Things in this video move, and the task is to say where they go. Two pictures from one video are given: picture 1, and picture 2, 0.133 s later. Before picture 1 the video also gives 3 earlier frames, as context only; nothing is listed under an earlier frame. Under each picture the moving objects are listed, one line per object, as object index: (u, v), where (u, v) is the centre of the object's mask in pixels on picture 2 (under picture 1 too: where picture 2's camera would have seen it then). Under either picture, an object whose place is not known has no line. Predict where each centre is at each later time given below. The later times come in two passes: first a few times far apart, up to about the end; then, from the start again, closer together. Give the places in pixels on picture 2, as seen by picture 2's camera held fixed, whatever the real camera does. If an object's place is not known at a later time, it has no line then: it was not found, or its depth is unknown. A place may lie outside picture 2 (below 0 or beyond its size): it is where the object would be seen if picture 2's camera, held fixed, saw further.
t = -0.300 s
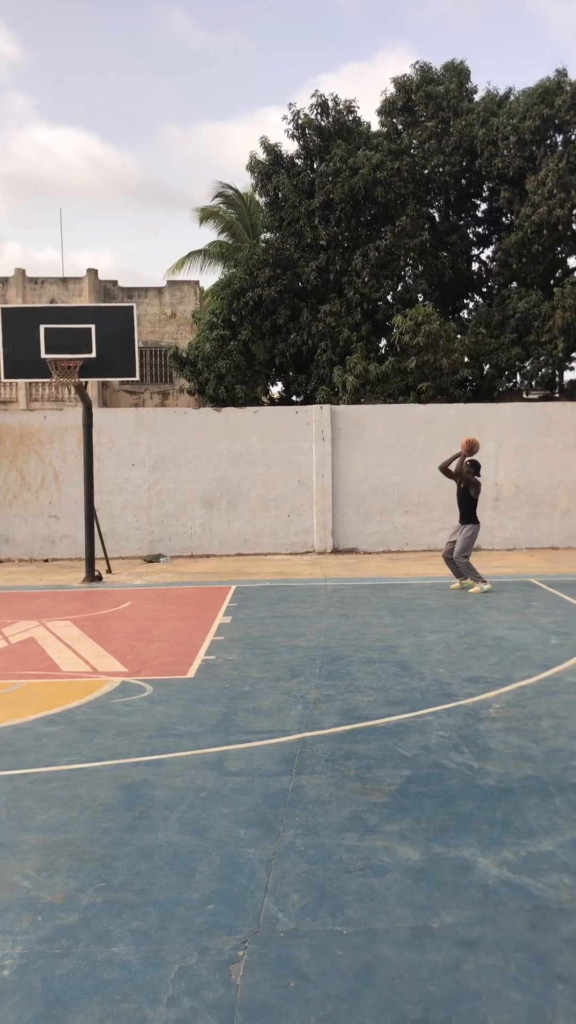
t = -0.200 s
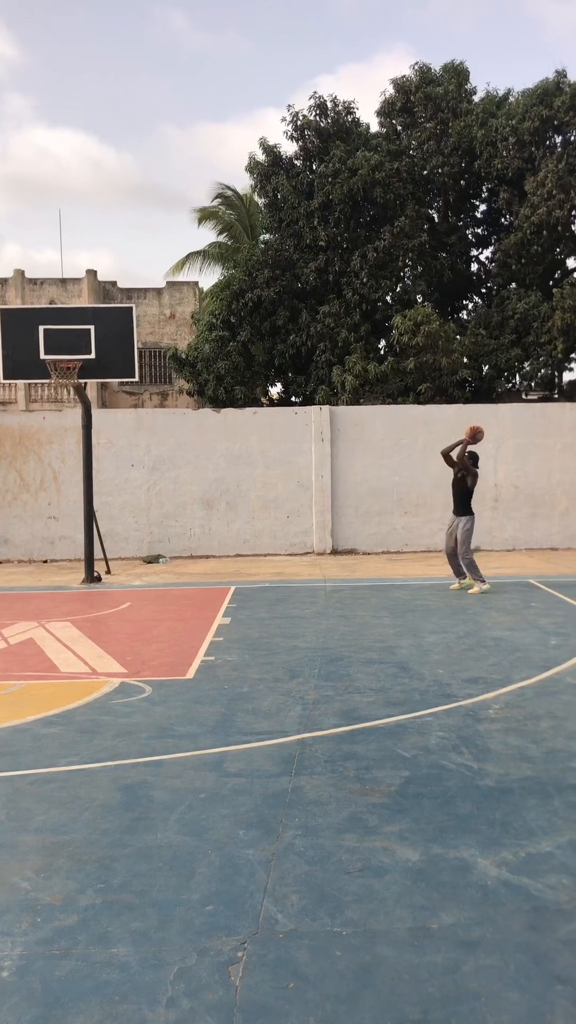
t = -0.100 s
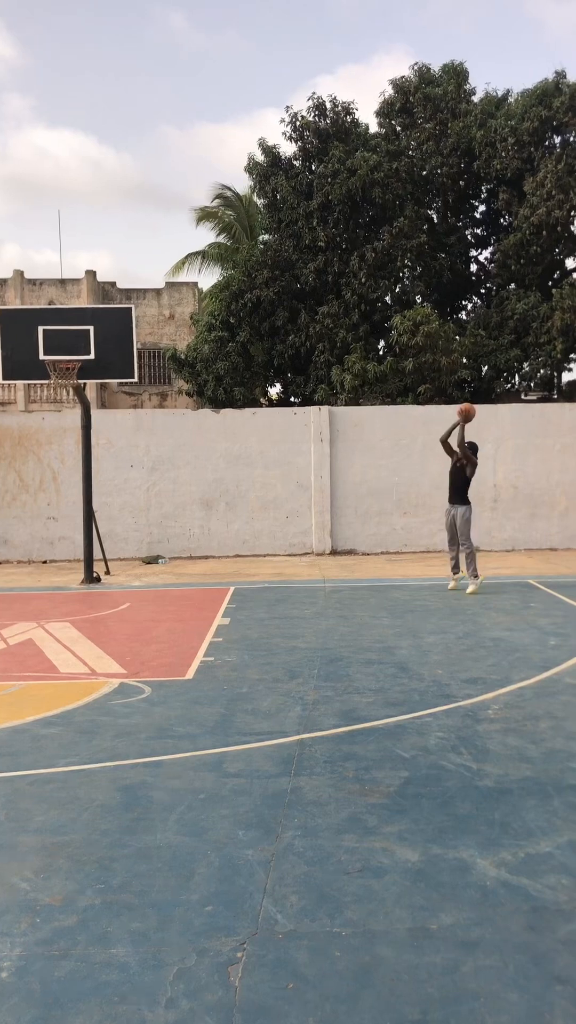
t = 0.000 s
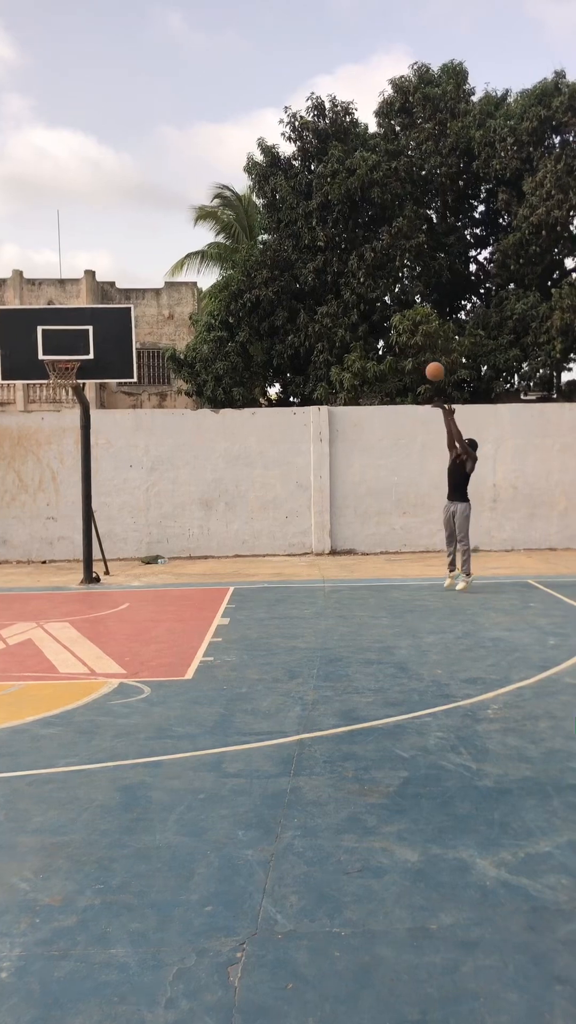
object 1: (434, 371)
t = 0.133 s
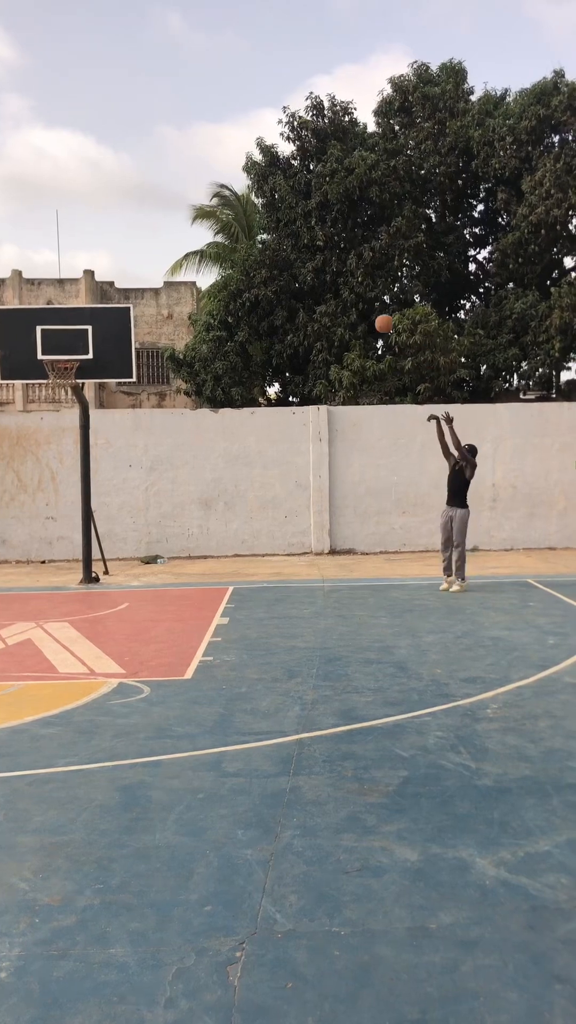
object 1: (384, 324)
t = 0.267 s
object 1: (334, 290)
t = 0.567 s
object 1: (223, 264)
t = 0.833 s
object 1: (125, 299)
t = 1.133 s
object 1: (66, 385)
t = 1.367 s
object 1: (91, 458)
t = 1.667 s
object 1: (117, 567)
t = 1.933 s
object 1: (141, 486)
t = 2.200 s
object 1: (163, 455)
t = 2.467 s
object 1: (183, 468)
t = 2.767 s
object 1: (204, 527)
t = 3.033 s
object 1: (218, 521)
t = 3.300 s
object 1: (228, 494)
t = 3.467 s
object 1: (234, 497)
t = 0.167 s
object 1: (372, 314)
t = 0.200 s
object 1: (359, 305)
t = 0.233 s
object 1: (347, 297)
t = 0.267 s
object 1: (334, 290)
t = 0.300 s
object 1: (322, 284)
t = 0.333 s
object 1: (309, 279)
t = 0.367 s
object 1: (297, 274)
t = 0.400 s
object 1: (285, 270)
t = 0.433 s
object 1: (272, 267)
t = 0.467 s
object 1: (260, 265)
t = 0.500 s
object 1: (248, 264)
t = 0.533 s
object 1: (236, 264)
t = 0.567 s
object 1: (223, 264)
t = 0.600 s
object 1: (211, 266)
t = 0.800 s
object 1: (138, 292)
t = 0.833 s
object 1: (125, 299)
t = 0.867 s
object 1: (114, 307)
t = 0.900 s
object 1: (102, 316)
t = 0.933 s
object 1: (90, 326)
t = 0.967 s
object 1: (78, 337)
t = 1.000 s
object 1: (66, 348)
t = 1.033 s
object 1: (54, 358)
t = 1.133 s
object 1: (66, 385)
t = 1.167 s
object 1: (69, 394)
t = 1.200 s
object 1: (73, 403)
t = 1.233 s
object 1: (77, 413)
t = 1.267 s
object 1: (81, 423)
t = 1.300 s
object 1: (85, 434)
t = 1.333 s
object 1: (88, 446)
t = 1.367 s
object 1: (91, 458)
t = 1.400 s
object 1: (94, 471)
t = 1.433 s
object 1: (98, 484)
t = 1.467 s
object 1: (101, 498)
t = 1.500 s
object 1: (103, 513)
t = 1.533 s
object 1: (107, 527)
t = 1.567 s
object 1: (109, 542)
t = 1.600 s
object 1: (112, 558)
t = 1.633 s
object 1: (114, 574)
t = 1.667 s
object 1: (117, 567)
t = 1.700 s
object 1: (120, 554)
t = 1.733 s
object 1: (123, 542)
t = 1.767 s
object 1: (126, 531)
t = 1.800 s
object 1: (129, 520)
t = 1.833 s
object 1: (132, 510)
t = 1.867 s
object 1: (135, 502)
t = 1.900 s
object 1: (138, 494)
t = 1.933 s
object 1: (141, 486)
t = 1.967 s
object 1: (144, 480)
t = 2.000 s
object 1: (147, 474)
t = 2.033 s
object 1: (149, 469)
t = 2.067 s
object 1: (152, 465)
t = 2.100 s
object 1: (155, 461)
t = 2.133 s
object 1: (157, 459)
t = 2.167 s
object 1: (160, 457)
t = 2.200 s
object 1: (163, 455)
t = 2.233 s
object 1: (165, 454)
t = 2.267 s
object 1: (168, 454)
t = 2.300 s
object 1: (171, 455)
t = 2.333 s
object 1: (173, 456)
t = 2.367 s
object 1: (176, 458)
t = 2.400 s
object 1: (178, 461)
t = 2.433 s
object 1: (181, 464)
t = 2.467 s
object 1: (183, 468)
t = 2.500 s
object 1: (186, 472)
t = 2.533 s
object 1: (188, 477)
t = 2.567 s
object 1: (190, 482)
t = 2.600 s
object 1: (192, 488)
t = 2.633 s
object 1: (195, 495)
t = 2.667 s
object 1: (197, 502)
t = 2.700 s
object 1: (199, 510)
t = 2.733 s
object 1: (202, 519)
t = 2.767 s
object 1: (204, 527)
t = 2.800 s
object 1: (206, 536)
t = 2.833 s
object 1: (208, 546)
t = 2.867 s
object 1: (210, 556)
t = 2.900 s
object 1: (211, 549)
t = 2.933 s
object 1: (213, 541)
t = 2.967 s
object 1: (215, 534)
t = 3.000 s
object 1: (216, 527)
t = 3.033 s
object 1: (218, 521)
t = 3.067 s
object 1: (219, 515)
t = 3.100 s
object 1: (221, 510)
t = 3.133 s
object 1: (222, 506)
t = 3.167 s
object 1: (224, 503)
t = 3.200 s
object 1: (225, 500)
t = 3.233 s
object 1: (226, 497)
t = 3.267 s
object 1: (227, 495)
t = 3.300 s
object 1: (228, 494)
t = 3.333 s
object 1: (230, 494)
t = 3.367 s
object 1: (231, 494)
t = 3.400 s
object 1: (232, 494)
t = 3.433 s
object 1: (233, 495)
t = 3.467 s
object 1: (234, 497)
